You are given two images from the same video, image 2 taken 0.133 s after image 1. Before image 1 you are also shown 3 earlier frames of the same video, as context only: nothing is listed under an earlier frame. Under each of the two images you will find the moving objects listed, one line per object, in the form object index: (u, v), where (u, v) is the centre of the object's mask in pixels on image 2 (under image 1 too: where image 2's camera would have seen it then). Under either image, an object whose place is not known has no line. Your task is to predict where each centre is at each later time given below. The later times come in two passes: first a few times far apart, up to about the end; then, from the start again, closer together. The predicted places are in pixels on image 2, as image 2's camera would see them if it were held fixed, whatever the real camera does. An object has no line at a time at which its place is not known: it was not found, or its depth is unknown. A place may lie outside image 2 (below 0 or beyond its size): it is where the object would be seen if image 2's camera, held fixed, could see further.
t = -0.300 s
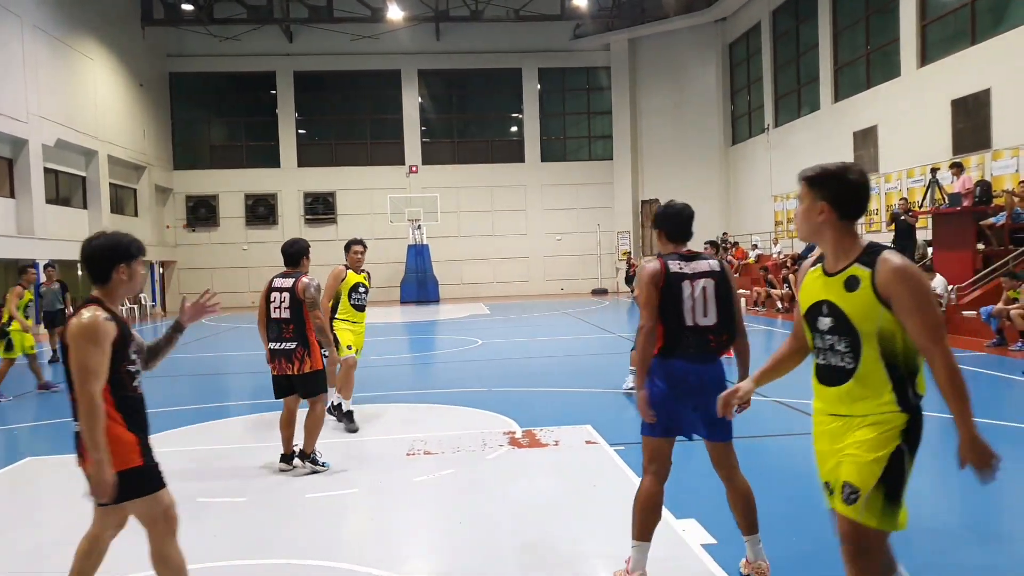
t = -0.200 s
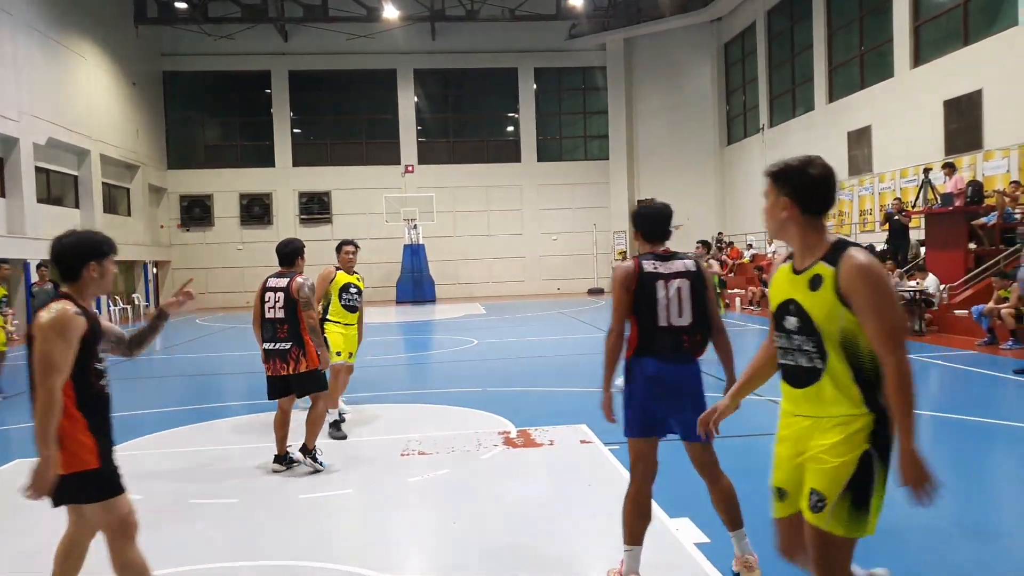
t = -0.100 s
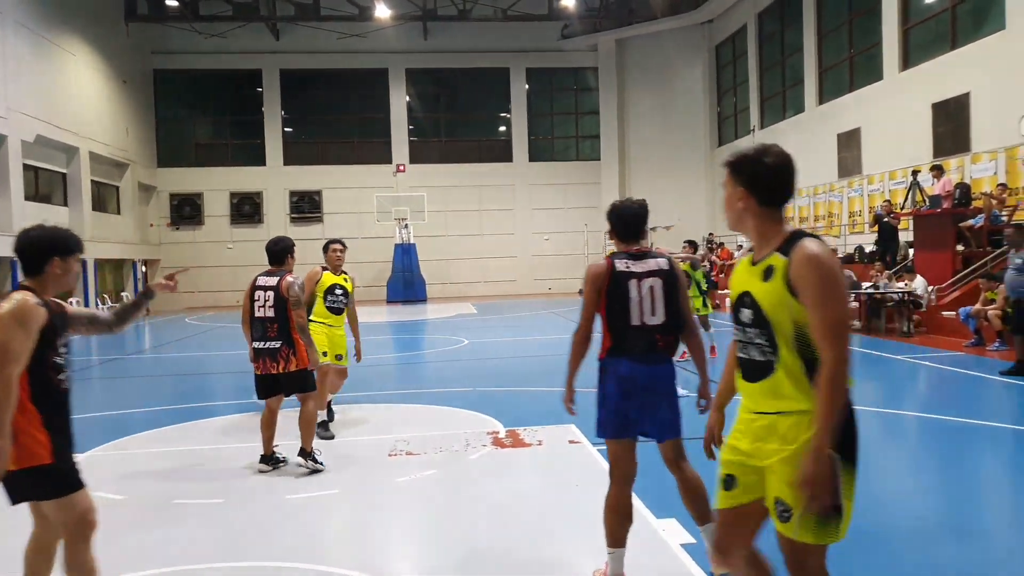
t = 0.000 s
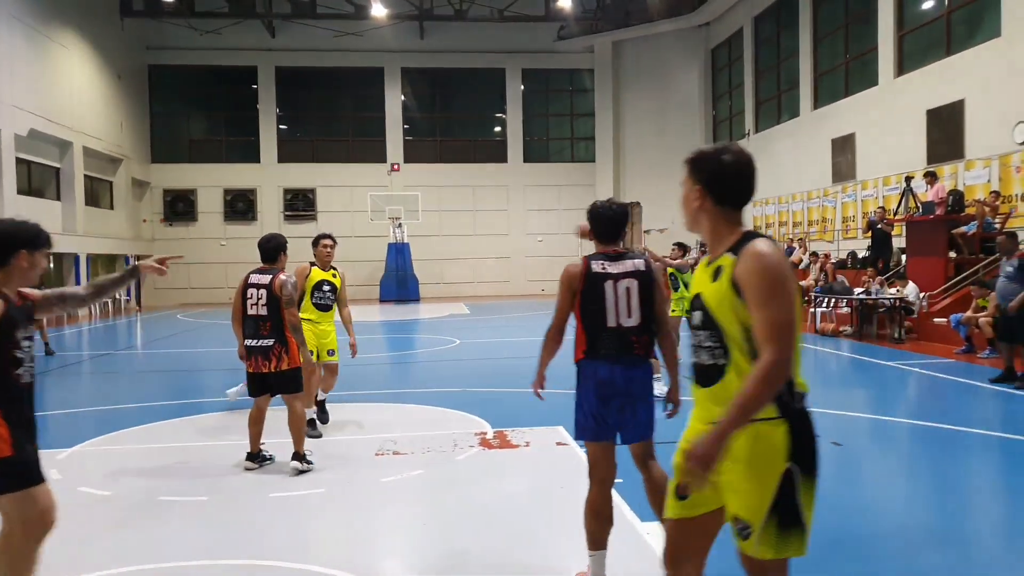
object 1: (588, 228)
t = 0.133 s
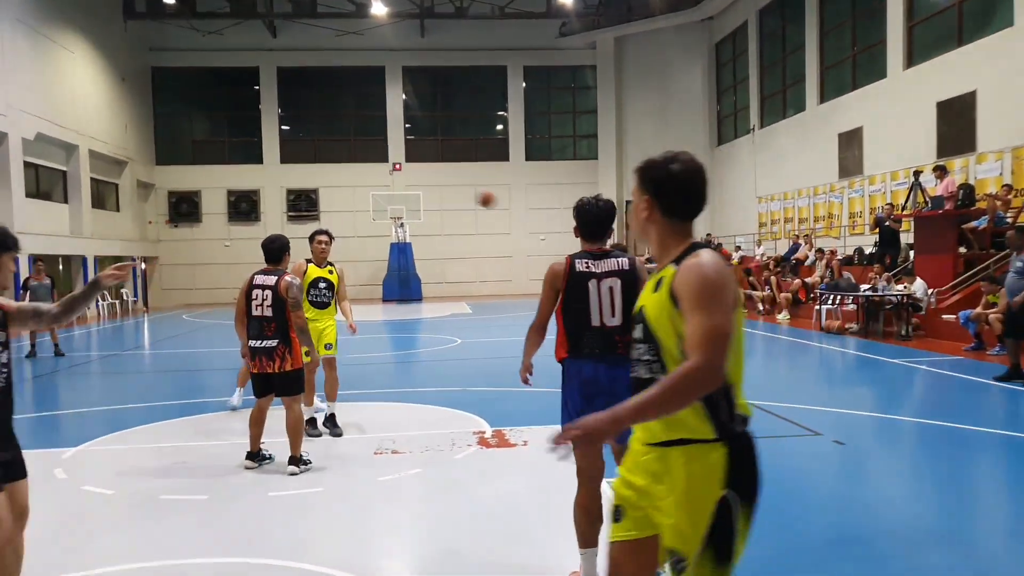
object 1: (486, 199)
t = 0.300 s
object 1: (349, 176)
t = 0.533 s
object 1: (145, 179)
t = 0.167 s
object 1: (460, 193)
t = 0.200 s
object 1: (433, 188)
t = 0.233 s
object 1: (406, 183)
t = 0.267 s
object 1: (378, 179)
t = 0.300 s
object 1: (349, 176)
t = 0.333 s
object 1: (321, 173)
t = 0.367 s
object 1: (293, 171)
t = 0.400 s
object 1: (263, 171)
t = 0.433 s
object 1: (234, 171)
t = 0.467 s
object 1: (205, 172)
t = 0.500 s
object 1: (175, 175)
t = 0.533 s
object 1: (145, 179)
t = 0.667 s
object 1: (19, 202)
